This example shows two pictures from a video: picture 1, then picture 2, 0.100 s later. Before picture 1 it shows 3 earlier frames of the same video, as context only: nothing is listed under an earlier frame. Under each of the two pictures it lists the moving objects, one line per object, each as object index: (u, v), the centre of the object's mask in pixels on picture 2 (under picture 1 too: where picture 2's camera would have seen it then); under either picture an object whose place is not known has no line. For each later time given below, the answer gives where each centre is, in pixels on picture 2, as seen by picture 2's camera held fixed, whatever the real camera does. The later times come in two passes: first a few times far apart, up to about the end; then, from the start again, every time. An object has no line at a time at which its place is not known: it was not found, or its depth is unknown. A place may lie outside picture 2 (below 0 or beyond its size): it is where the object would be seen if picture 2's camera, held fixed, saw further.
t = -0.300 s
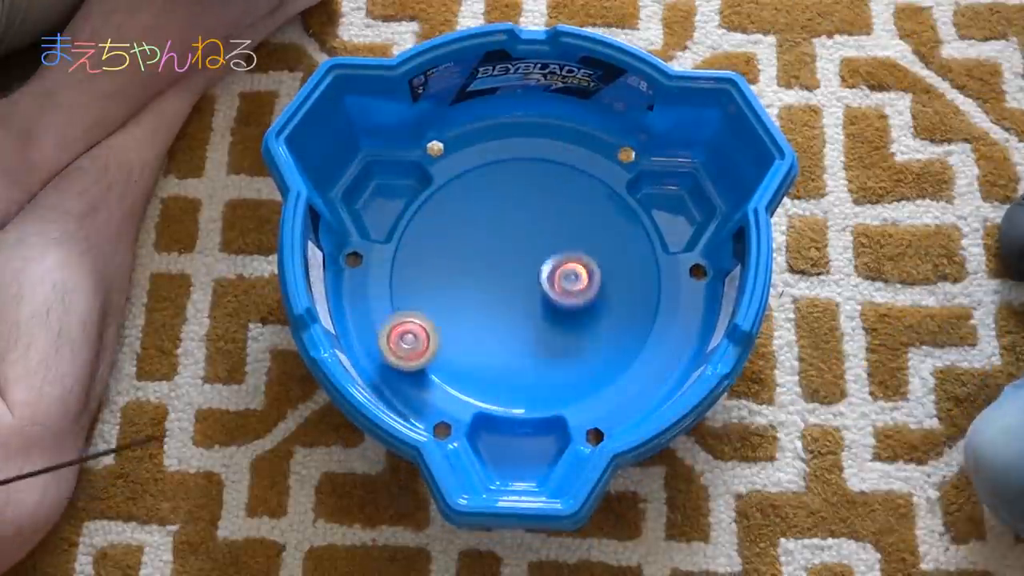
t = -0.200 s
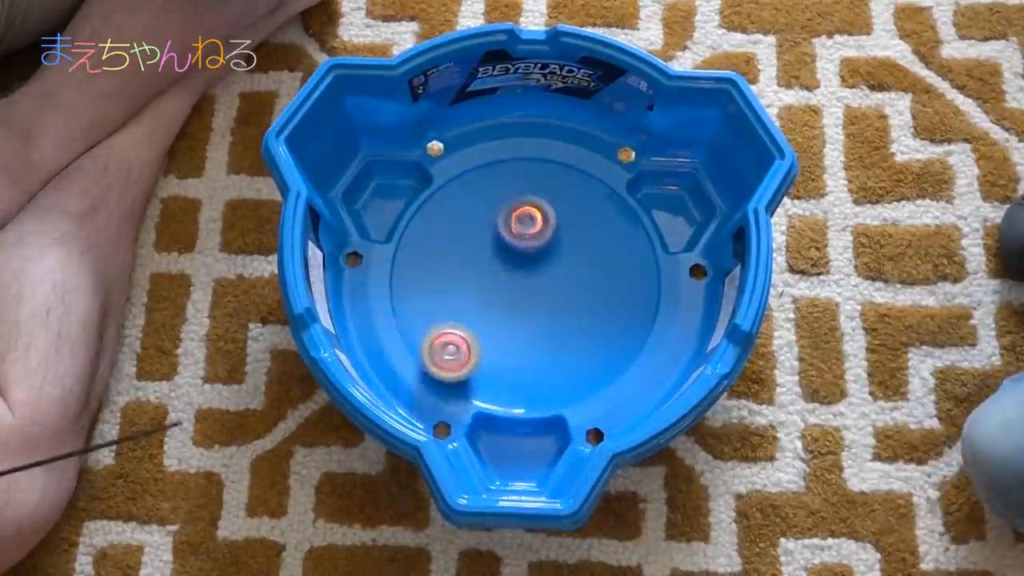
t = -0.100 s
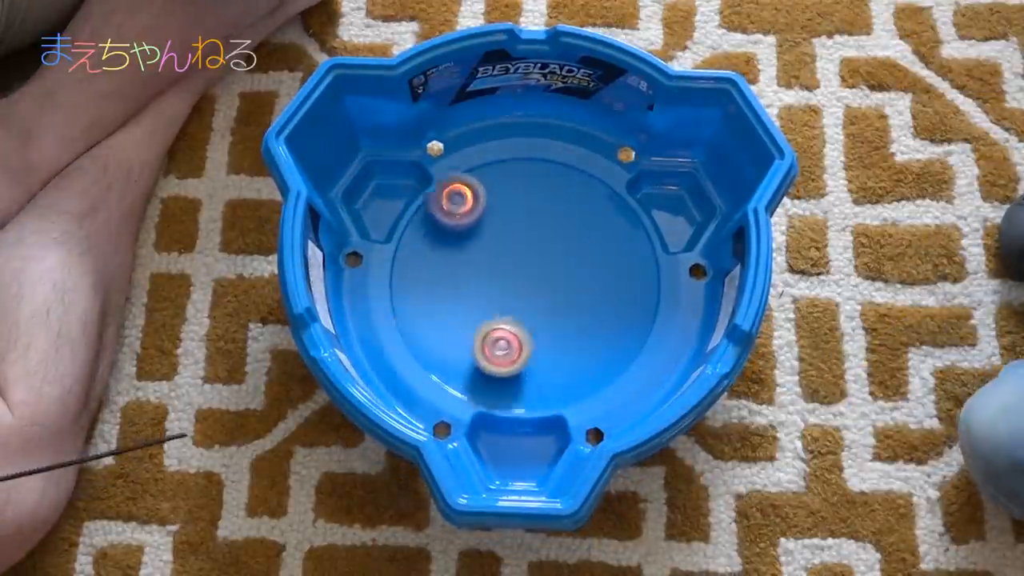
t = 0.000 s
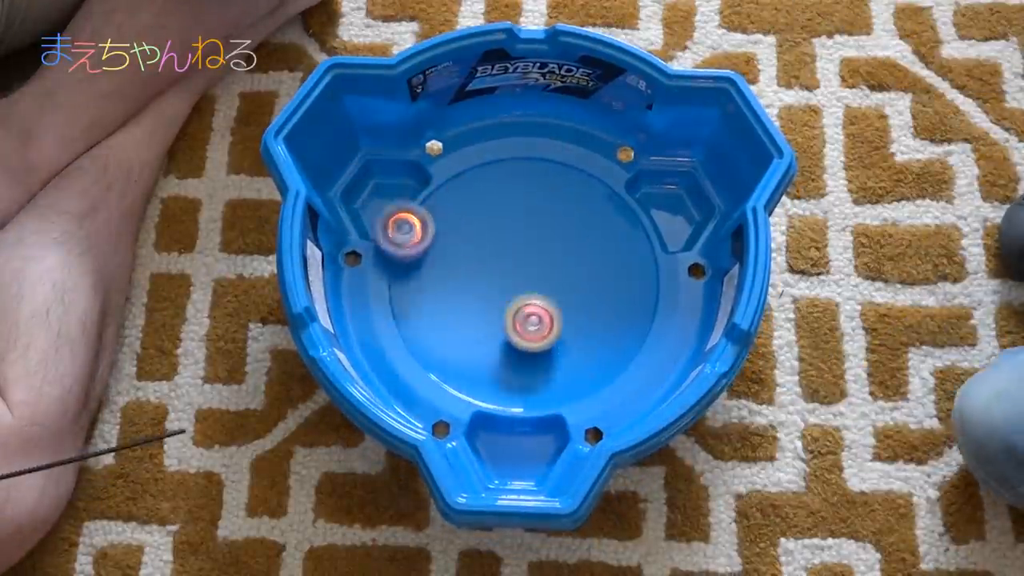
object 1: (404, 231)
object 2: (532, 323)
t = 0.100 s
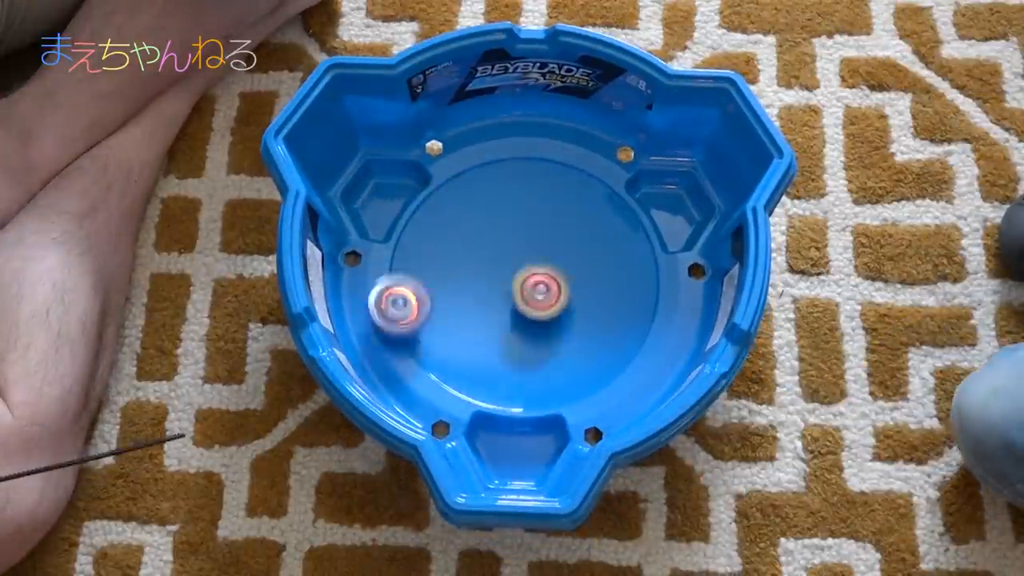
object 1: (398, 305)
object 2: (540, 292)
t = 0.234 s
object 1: (494, 389)
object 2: (534, 259)
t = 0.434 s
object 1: (654, 288)
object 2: (509, 239)
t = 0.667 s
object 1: (494, 155)
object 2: (504, 250)
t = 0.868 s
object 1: (409, 329)
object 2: (516, 261)
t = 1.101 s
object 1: (630, 343)
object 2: (519, 265)
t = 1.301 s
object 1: (591, 170)
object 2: (534, 258)
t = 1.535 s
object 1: (397, 242)
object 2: (538, 254)
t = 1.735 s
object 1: (488, 391)
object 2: (540, 251)
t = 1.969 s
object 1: (653, 273)
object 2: (539, 259)
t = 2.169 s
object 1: (536, 153)
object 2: (544, 273)
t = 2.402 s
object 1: (394, 268)
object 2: (555, 277)
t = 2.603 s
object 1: (506, 393)
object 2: (559, 275)
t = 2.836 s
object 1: (652, 272)
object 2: (548, 276)
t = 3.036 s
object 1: (558, 157)
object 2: (542, 287)
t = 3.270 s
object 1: (403, 237)
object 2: (539, 296)
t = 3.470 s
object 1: (459, 380)
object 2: (539, 298)
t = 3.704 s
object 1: (636, 330)
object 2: (531, 298)
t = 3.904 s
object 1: (615, 194)
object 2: (517, 297)
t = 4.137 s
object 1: (446, 183)
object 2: (516, 302)
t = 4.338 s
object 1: (404, 319)
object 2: (515, 296)
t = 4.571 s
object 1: (567, 386)
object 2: (521, 291)
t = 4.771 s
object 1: (651, 267)
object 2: (504, 277)
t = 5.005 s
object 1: (538, 160)
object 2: (500, 281)
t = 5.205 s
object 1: (414, 221)
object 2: (506, 271)
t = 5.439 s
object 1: (449, 371)
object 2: (511, 277)
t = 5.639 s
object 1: (596, 367)
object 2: (518, 264)
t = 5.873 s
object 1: (633, 226)
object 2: (509, 259)
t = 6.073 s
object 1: (519, 162)
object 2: (522, 259)
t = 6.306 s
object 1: (406, 256)
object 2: (522, 266)
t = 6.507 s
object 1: (464, 370)
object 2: (522, 263)
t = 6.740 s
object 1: (617, 342)
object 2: (530, 263)
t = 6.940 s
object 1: (630, 225)
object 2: (534, 267)
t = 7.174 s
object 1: (502, 169)
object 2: (534, 274)
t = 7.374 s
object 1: (415, 253)
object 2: (534, 278)
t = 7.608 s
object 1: (481, 371)
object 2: (535, 279)
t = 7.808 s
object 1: (606, 349)
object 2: (532, 281)
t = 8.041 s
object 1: (621, 223)
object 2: (530, 282)
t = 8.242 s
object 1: (518, 176)
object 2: (529, 282)
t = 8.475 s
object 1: (422, 261)
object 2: (526, 282)
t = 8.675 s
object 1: (467, 358)
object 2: (522, 282)
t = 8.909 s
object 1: (601, 343)
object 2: (522, 279)
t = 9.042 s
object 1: (628, 277)
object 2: (522, 278)
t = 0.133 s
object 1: (410, 333)
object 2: (540, 283)
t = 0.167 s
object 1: (432, 357)
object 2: (539, 274)
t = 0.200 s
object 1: (459, 378)
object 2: (537, 266)
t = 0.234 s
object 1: (494, 389)
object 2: (534, 259)
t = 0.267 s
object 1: (530, 393)
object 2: (530, 253)
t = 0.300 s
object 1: (565, 387)
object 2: (525, 248)
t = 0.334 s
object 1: (597, 371)
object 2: (520, 244)
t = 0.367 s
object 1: (624, 349)
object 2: (516, 241)
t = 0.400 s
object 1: (644, 321)
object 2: (512, 240)
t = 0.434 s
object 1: (654, 288)
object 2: (509, 239)
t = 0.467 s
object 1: (653, 257)
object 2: (507, 239)
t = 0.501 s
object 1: (644, 223)
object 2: (505, 240)
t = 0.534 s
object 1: (626, 195)
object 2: (503, 242)
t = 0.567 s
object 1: (600, 174)
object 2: (503, 243)
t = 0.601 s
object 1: (569, 159)
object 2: (503, 245)
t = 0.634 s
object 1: (532, 152)
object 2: (503, 248)
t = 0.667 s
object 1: (494, 155)
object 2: (504, 250)
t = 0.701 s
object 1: (458, 169)
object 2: (506, 252)
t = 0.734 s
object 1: (429, 192)
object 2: (508, 253)
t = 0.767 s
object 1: (408, 222)
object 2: (511, 255)
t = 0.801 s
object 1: (395, 256)
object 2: (513, 257)
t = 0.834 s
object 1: (395, 292)
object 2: (514, 259)
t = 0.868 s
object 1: (409, 329)
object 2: (516, 261)
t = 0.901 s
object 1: (431, 360)
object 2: (517, 262)
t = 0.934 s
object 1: (462, 380)
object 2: (518, 263)
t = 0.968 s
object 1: (499, 392)
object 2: (519, 264)
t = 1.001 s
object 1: (536, 394)
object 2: (519, 265)
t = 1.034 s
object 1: (573, 386)
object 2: (519, 266)
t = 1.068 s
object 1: (604, 368)
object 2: (518, 266)
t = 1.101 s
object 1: (630, 343)
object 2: (519, 265)
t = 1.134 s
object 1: (647, 312)
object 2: (520, 264)
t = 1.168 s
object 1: (653, 279)
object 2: (521, 263)
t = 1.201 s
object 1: (650, 246)
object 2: (524, 262)
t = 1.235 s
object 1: (637, 214)
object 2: (527, 260)
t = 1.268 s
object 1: (617, 190)
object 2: (530, 259)
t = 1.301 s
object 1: (591, 170)
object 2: (534, 258)
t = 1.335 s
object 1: (559, 157)
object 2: (536, 259)
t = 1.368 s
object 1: (525, 153)
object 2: (538, 259)
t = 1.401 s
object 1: (490, 157)
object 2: (539, 259)
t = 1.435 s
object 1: (458, 169)
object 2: (539, 258)
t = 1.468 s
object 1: (431, 189)
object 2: (539, 257)
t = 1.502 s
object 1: (411, 214)
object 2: (539, 256)
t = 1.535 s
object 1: (397, 242)
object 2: (538, 254)
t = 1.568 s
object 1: (393, 272)
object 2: (538, 252)
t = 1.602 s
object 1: (396, 302)
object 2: (539, 251)
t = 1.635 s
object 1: (409, 333)
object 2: (540, 250)
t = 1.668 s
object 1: (429, 358)
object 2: (541, 250)
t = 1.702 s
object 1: (455, 379)
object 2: (540, 251)
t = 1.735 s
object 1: (488, 391)
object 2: (540, 251)
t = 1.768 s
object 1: (522, 395)
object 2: (538, 251)
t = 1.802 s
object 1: (555, 391)
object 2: (536, 252)
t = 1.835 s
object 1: (586, 380)
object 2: (536, 252)
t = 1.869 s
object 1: (614, 360)
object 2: (536, 252)
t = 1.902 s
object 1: (635, 335)
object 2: (536, 254)
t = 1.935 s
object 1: (648, 304)
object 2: (538, 256)
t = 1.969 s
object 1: (653, 273)
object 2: (539, 259)
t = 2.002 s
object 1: (649, 240)
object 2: (539, 262)
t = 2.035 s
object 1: (636, 214)
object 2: (540, 266)
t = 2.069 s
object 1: (617, 191)
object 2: (540, 268)
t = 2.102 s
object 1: (593, 172)
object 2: (540, 271)
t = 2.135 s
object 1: (566, 160)
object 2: (541, 272)
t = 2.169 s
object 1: (536, 153)
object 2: (544, 273)
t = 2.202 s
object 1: (506, 154)
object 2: (546, 275)
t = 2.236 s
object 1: (476, 161)
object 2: (549, 277)
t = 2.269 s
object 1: (448, 174)
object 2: (551, 278)
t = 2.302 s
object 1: (425, 193)
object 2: (552, 279)
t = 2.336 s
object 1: (408, 216)
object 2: (553, 278)
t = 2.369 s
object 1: (397, 241)
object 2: (554, 278)
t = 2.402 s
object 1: (394, 268)
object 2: (555, 277)
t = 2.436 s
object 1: (396, 296)
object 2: (557, 277)
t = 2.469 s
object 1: (407, 324)
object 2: (558, 277)
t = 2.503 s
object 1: (423, 350)
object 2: (558, 276)
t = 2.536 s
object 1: (446, 371)
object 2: (558, 276)
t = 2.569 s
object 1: (474, 387)
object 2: (559, 275)
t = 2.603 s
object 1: (506, 393)
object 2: (559, 275)
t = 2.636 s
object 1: (539, 393)
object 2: (560, 273)
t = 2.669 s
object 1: (569, 387)
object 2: (559, 274)
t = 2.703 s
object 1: (597, 372)
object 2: (559, 275)
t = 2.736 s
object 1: (621, 352)
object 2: (557, 276)
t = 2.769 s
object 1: (638, 328)
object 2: (554, 277)
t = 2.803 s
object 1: (648, 300)
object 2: (550, 277)
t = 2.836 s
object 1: (652, 272)
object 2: (548, 276)
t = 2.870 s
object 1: (649, 245)
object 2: (546, 276)
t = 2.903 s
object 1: (638, 220)
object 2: (546, 277)
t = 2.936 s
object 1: (624, 198)
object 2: (545, 280)
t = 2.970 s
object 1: (605, 180)
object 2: (544, 283)
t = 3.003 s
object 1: (583, 166)
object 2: (542, 286)
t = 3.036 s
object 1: (558, 157)
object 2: (542, 287)
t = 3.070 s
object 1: (530, 153)
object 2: (542, 288)
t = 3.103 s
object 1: (502, 154)
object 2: (543, 291)
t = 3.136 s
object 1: (474, 163)
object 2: (542, 294)
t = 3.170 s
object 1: (450, 175)
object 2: (541, 296)
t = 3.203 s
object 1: (430, 194)
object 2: (539, 296)
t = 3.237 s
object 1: (414, 214)
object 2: (539, 296)
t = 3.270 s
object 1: (403, 237)
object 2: (539, 296)
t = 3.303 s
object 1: (398, 263)
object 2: (541, 296)
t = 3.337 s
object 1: (399, 288)
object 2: (541, 297)
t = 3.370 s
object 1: (405, 315)
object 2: (540, 299)
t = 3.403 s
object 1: (417, 340)
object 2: (539, 299)
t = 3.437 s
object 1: (436, 362)
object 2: (538, 298)
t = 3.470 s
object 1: (459, 380)
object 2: (539, 298)
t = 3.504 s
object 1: (486, 390)
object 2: (540, 299)
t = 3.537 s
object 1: (515, 393)
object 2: (540, 300)
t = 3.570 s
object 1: (545, 391)
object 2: (539, 301)
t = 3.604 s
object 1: (573, 384)
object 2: (537, 302)
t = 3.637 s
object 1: (598, 371)
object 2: (533, 301)
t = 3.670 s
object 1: (619, 352)
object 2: (532, 298)
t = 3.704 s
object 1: (636, 330)
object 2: (531, 298)
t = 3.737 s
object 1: (646, 305)
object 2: (529, 299)
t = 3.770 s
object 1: (651, 278)
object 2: (525, 300)
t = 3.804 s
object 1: (650, 254)
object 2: (521, 300)
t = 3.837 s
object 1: (644, 231)
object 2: (517, 299)
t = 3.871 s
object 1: (632, 211)
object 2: (517, 297)
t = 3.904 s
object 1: (615, 194)
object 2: (517, 297)
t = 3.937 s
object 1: (594, 178)
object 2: (517, 297)
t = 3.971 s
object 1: (572, 167)
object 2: (516, 298)
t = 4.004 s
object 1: (546, 160)
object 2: (516, 298)
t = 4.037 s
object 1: (520, 158)
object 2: (516, 298)
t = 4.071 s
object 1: (493, 161)
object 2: (517, 299)
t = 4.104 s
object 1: (469, 170)
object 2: (517, 301)
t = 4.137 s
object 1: (446, 183)
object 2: (516, 302)
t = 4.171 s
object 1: (428, 200)
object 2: (514, 303)
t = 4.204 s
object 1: (414, 221)
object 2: (511, 302)
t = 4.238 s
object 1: (404, 243)
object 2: (511, 300)
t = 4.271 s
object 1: (399, 268)
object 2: (511, 298)
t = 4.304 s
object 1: (399, 294)
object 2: (513, 297)
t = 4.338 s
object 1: (404, 319)
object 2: (515, 296)
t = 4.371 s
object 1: (416, 343)
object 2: (517, 296)
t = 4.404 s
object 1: (434, 364)
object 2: (517, 295)
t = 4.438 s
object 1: (458, 378)
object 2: (518, 293)
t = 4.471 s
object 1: (484, 388)
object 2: (520, 292)
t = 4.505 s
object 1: (512, 392)
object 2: (522, 292)
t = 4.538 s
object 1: (540, 392)
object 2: (522, 292)
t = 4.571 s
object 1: (567, 386)
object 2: (521, 291)
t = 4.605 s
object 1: (592, 375)
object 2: (518, 289)
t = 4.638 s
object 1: (615, 358)
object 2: (516, 285)
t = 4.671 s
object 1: (631, 338)
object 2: (514, 282)
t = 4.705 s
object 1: (643, 316)
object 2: (511, 280)
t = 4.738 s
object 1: (650, 291)
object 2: (508, 279)
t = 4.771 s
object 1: (651, 267)
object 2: (504, 277)
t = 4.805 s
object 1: (647, 245)
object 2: (503, 276)
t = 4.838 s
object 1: (637, 223)
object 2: (503, 276)
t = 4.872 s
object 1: (623, 203)
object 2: (502, 278)
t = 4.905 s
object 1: (605, 187)
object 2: (501, 279)
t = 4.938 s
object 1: (585, 174)
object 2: (500, 280)
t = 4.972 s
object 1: (562, 165)
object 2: (500, 281)
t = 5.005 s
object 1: (538, 160)
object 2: (500, 281)
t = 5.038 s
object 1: (513, 159)
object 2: (499, 282)
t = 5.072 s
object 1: (489, 163)
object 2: (499, 281)
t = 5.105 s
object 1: (466, 172)
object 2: (499, 280)
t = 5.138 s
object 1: (446, 185)
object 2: (501, 277)
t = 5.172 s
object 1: (428, 202)
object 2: (503, 274)
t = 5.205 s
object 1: (414, 221)
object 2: (506, 271)
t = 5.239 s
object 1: (403, 243)
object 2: (509, 269)
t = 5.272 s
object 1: (398, 266)
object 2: (512, 270)
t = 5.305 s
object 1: (398, 290)
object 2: (514, 271)
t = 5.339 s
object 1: (403, 314)
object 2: (514, 272)
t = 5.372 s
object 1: (413, 336)
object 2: (514, 274)
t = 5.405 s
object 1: (429, 355)
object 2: (513, 276)
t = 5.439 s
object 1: (449, 371)
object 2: (511, 277)
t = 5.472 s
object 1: (472, 381)
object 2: (510, 276)
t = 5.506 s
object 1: (498, 388)
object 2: (511, 274)
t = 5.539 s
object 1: (524, 390)
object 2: (514, 270)
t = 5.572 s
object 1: (549, 387)
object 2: (516, 268)
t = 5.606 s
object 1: (573, 379)
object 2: (517, 265)
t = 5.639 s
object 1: (596, 367)
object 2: (518, 264)
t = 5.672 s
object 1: (615, 351)
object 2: (517, 262)
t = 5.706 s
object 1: (631, 333)
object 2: (516, 261)
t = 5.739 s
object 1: (641, 311)
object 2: (514, 262)
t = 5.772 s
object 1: (646, 289)
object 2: (512, 262)
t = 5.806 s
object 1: (646, 268)
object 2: (510, 261)
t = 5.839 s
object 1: (642, 246)
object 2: (509, 260)
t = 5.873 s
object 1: (633, 226)
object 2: (509, 259)
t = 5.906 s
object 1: (621, 207)
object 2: (510, 259)
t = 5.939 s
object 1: (605, 191)
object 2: (512, 258)
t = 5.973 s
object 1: (586, 178)
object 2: (515, 258)
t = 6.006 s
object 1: (566, 168)
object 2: (517, 259)
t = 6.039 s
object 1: (543, 163)
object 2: (519, 259)
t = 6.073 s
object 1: (519, 162)
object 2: (522, 259)
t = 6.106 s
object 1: (496, 165)
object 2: (524, 260)
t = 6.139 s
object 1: (475, 172)
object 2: (524, 262)
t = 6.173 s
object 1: (454, 184)
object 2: (524, 263)
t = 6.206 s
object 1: (438, 197)
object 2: (524, 264)
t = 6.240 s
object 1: (423, 215)
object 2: (523, 265)
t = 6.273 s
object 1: (413, 235)
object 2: (522, 265)
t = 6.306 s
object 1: (406, 256)
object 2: (522, 266)
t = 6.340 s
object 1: (404, 278)
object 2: (521, 266)
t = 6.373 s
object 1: (407, 300)
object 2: (521, 265)
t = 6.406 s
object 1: (415, 322)
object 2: (521, 265)
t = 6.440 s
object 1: (427, 341)
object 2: (522, 264)
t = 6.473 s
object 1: (444, 358)
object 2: (522, 264)
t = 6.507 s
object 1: (464, 370)
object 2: (522, 263)
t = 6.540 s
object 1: (486, 378)
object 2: (522, 263)
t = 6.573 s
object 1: (509, 382)
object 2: (523, 263)
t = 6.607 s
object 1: (534, 382)
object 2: (524, 263)
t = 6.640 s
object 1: (558, 379)
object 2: (526, 263)
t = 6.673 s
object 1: (581, 370)
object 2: (527, 263)
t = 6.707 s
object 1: (601, 358)
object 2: (528, 263)
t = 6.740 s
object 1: (617, 342)
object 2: (530, 263)
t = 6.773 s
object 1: (630, 325)
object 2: (532, 263)
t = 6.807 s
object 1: (639, 306)
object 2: (533, 264)
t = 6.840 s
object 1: (644, 285)
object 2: (534, 265)
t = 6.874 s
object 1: (643, 264)
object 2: (534, 265)
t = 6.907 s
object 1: (638, 244)
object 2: (534, 266)
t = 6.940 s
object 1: (630, 225)
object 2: (534, 267)
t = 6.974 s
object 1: (618, 207)
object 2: (535, 269)
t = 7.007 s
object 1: (604, 192)
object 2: (535, 270)
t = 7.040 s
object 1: (586, 181)
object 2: (534, 271)
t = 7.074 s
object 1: (566, 172)
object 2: (534, 272)
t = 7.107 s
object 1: (545, 168)
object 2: (534, 273)
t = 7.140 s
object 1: (523, 166)
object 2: (534, 273)
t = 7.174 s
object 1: (502, 169)
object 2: (534, 274)
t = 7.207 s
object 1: (481, 175)
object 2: (534, 275)
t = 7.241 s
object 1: (462, 186)
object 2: (534, 275)
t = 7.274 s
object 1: (446, 199)
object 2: (534, 276)
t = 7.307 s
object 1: (432, 216)
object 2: (534, 276)
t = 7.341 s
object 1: (422, 234)
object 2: (534, 277)
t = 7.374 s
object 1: (415, 253)
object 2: (534, 278)
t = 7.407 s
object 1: (413, 274)
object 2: (533, 278)
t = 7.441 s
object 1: (415, 294)
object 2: (533, 278)
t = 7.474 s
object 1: (421, 314)
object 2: (534, 278)
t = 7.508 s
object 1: (430, 332)
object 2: (534, 279)
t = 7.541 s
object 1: (444, 349)
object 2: (535, 279)
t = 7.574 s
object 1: (462, 361)
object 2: (535, 279)
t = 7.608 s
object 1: (481, 371)
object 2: (535, 279)
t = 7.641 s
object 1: (502, 376)
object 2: (534, 279)
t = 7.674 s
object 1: (525, 378)
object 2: (534, 279)
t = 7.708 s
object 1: (547, 376)
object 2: (534, 280)
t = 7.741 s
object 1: (568, 370)
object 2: (533, 280)
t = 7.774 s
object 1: (587, 361)
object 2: (532, 281)
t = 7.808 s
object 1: (606, 349)
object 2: (532, 281)
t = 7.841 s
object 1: (620, 333)
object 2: (532, 281)
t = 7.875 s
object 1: (630, 316)
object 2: (532, 281)
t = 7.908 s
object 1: (636, 298)
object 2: (532, 281)
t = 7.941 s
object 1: (638, 277)
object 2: (531, 281)
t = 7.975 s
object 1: (636, 259)
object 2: (531, 281)
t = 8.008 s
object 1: (630, 241)
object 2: (531, 281)
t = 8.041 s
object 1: (621, 223)
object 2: (530, 282)
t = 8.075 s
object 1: (608, 208)
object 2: (530, 282)
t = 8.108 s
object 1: (594, 196)
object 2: (529, 282)
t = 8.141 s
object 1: (576, 186)
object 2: (529, 282)
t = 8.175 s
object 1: (557, 180)
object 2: (529, 282)
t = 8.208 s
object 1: (538, 176)
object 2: (529, 282)
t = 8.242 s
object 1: (518, 176)
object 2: (529, 282)
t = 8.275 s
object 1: (498, 180)
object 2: (529, 282)
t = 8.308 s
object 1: (480, 187)
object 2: (528, 282)
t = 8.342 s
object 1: (464, 197)
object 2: (528, 281)
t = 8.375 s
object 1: (449, 210)
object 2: (527, 281)
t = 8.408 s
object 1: (437, 225)
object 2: (527, 281)
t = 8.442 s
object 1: (428, 242)
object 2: (527, 282)
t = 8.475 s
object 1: (422, 261)
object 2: (526, 282)
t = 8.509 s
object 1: (420, 280)
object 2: (525, 282)
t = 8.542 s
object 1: (422, 298)
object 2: (525, 282)
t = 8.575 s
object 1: (428, 315)
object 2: (525, 282)
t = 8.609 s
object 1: (437, 333)
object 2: (524, 282)
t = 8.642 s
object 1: (451, 346)
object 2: (523, 282)
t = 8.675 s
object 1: (467, 358)
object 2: (522, 282)
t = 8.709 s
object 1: (485, 367)
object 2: (522, 282)
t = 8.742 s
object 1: (505, 371)
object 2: (522, 281)
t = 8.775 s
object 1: (525, 373)
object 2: (523, 281)
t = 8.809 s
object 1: (547, 370)
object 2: (523, 281)
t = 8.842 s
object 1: (567, 365)
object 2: (522, 280)
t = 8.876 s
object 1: (585, 355)
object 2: (522, 280)
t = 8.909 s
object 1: (601, 343)
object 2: (522, 279)
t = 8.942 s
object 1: (613, 328)
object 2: (523, 279)
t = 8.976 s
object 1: (623, 312)
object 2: (523, 279)
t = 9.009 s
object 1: (627, 295)
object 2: (523, 279)
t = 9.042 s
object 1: (628, 277)
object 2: (522, 278)
